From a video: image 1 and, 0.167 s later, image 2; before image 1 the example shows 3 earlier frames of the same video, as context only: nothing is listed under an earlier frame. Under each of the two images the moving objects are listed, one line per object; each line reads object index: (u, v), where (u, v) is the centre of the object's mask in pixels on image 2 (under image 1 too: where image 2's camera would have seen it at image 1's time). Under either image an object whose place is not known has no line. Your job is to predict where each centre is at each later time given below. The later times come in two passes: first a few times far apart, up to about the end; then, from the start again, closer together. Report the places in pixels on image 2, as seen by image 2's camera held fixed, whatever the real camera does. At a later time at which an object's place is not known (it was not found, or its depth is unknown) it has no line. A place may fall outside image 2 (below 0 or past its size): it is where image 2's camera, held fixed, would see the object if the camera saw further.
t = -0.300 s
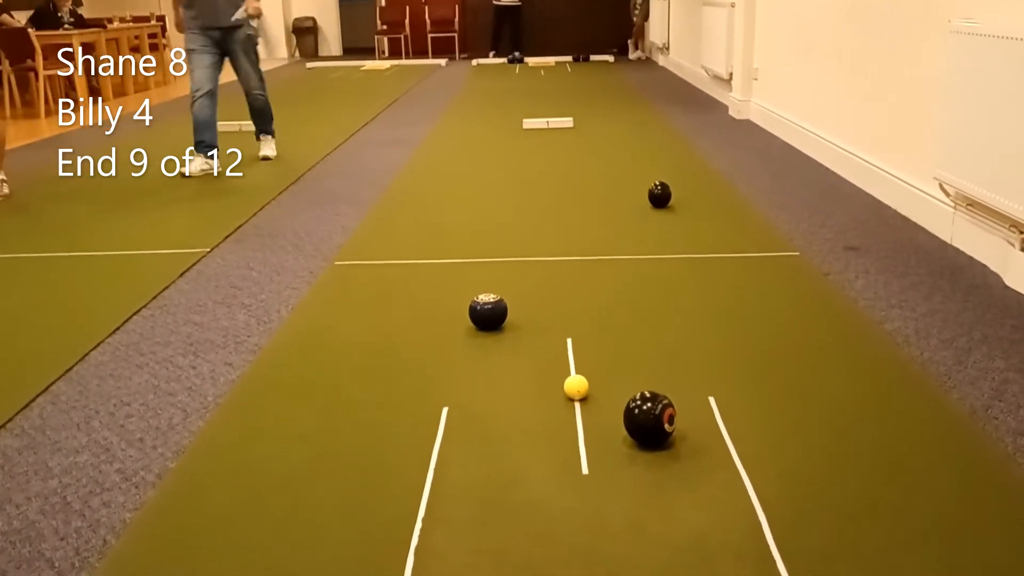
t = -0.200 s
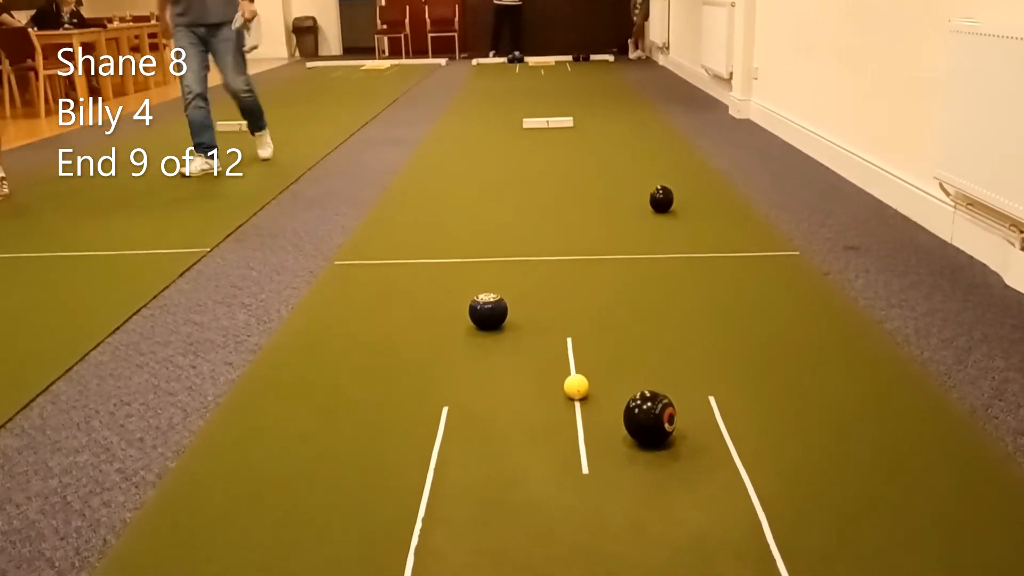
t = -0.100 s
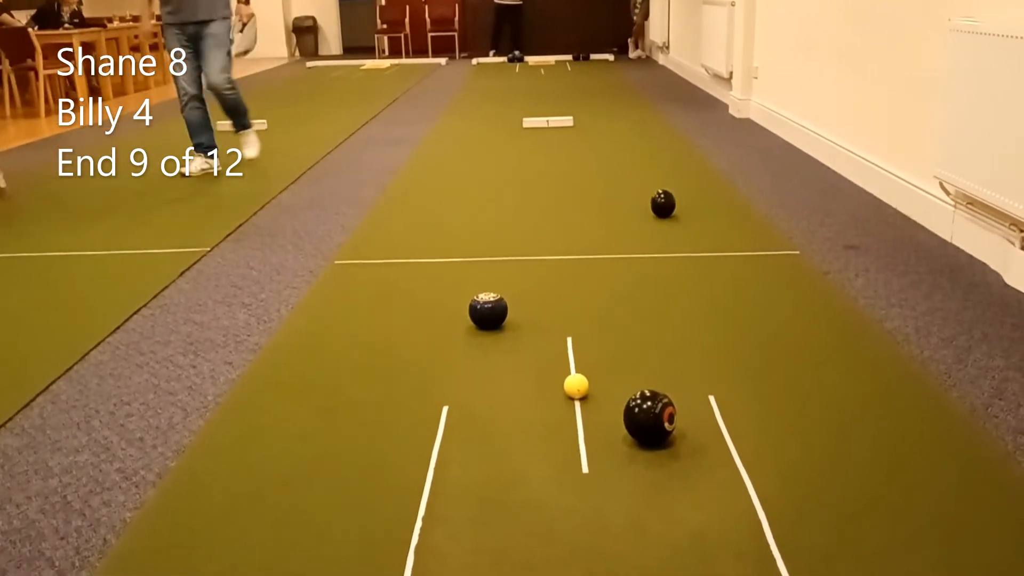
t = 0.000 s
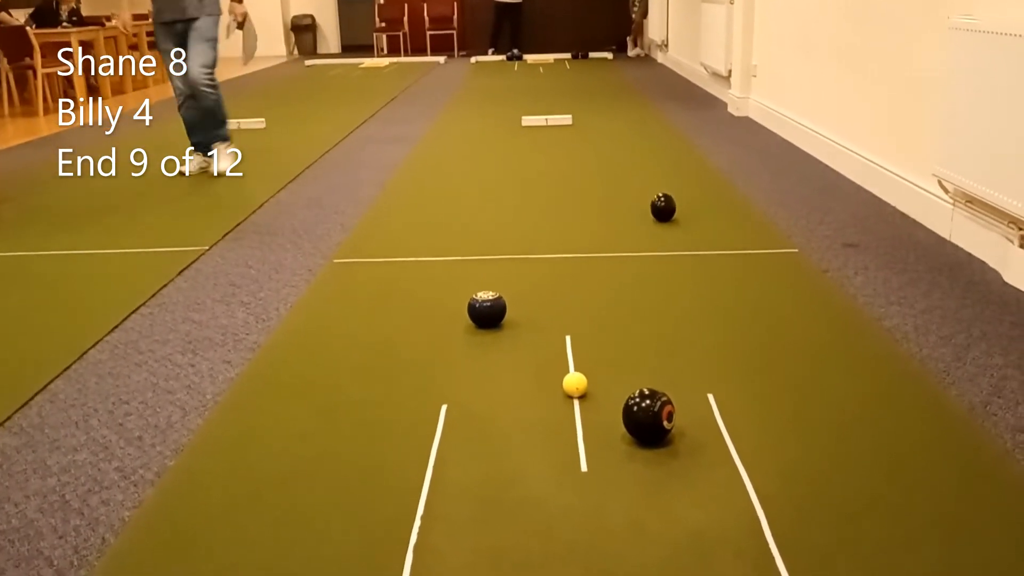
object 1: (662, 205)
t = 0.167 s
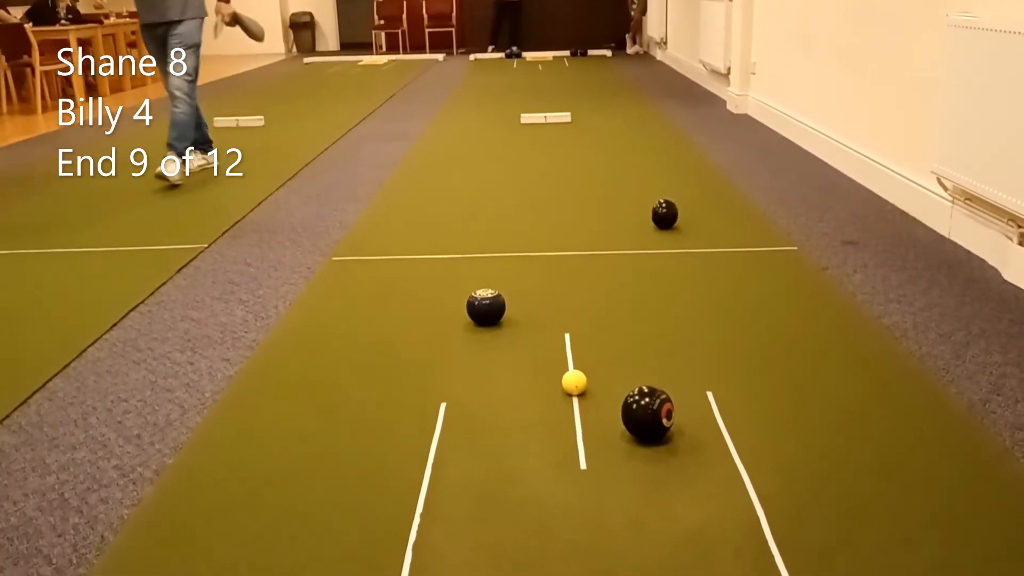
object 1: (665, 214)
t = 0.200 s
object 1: (665, 216)
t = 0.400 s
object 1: (667, 227)
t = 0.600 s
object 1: (669, 240)
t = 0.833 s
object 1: (670, 254)
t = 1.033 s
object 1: (671, 267)
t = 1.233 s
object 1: (671, 280)
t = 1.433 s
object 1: (672, 293)
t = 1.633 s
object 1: (672, 307)
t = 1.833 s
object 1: (672, 320)
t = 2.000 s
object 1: (671, 331)
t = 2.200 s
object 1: (669, 344)
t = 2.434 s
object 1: (664, 358)
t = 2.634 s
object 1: (659, 367)
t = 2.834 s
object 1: (654, 373)
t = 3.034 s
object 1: (647, 378)
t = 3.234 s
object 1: (637, 382)
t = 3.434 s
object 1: (630, 386)
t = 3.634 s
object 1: (625, 387)
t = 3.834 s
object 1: (619, 388)
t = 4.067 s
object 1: (607, 391)
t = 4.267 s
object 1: (596, 392)
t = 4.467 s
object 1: (595, 392)
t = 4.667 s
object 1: (603, 393)
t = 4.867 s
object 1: (607, 392)
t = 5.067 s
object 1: (602, 394)
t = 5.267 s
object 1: (601, 393)
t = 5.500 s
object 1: (603, 393)
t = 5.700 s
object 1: (602, 392)
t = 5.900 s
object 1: (603, 392)
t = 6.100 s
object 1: (603, 393)
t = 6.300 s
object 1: (603, 393)
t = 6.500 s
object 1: (603, 393)
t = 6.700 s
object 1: (604, 394)
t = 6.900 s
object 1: (604, 394)
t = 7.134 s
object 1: (604, 394)
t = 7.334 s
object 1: (604, 393)
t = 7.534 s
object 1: (603, 393)
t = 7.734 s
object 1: (603, 393)
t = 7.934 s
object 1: (603, 393)
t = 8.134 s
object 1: (603, 393)
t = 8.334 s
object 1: (603, 393)
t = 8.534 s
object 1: (603, 393)
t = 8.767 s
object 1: (603, 393)
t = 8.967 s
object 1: (603, 393)
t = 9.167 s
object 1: (603, 393)
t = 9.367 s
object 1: (603, 393)
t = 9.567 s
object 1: (603, 393)
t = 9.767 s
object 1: (603, 392)
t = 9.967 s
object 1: (603, 391)
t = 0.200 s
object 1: (665, 216)
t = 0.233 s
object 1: (665, 218)
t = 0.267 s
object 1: (666, 220)
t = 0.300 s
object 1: (666, 222)
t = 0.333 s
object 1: (666, 224)
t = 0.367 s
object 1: (667, 225)
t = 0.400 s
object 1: (667, 227)
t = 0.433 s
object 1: (667, 229)
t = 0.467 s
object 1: (668, 232)
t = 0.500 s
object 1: (668, 233)
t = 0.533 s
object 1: (668, 235)
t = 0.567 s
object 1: (669, 237)
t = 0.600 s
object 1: (669, 240)
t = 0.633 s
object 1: (669, 242)
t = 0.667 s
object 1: (669, 244)
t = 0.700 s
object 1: (669, 246)
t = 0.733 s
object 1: (669, 248)
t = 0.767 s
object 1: (670, 250)
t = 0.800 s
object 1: (670, 252)
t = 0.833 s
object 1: (670, 254)
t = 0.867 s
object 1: (670, 256)
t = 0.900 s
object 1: (671, 258)
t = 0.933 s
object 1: (671, 260)
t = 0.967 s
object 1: (671, 262)
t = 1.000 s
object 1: (671, 264)
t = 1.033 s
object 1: (671, 267)
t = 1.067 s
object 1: (671, 269)
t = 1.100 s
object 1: (671, 271)
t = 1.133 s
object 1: (671, 273)
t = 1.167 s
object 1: (671, 276)
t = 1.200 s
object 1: (671, 278)
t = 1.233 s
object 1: (671, 280)
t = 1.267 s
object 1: (671, 282)
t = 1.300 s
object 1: (671, 284)
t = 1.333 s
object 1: (671, 287)
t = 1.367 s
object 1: (671, 289)
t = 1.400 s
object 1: (672, 291)
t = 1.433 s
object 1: (672, 293)
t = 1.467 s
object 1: (672, 296)
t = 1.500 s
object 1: (672, 298)
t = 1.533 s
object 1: (672, 300)
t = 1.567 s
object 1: (672, 302)
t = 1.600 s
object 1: (672, 305)
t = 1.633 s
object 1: (672, 307)
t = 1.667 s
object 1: (672, 309)
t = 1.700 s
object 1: (672, 311)
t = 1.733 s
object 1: (672, 314)
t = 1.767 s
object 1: (672, 316)
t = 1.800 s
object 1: (672, 318)
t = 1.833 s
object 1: (672, 320)
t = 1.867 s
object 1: (672, 322)
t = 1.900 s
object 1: (672, 324)
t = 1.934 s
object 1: (672, 327)
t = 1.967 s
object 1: (672, 329)
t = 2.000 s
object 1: (671, 331)
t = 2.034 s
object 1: (671, 333)
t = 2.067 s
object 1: (670, 335)
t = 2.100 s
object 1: (670, 338)
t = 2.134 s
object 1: (670, 340)
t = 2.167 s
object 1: (669, 342)
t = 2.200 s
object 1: (669, 344)
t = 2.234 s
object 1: (668, 346)
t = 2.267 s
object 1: (667, 348)
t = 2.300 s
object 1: (667, 350)
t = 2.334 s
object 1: (666, 352)
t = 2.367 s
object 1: (666, 355)
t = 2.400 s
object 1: (665, 356)
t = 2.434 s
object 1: (664, 358)
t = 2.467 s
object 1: (663, 360)
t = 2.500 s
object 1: (662, 362)
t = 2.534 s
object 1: (661, 364)
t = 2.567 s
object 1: (661, 365)
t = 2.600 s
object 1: (660, 366)
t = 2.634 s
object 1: (659, 367)
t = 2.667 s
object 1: (659, 368)
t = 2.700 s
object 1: (658, 369)
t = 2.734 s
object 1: (657, 370)
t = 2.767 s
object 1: (656, 371)
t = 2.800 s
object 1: (655, 372)
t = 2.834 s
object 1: (654, 373)
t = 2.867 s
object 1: (653, 374)
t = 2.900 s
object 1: (652, 374)
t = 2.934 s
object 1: (651, 375)
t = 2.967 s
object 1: (650, 376)
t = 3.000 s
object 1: (649, 376)
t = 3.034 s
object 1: (647, 378)
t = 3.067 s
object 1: (645, 378)
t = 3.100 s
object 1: (644, 379)
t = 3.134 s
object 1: (641, 380)
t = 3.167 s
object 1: (639, 381)
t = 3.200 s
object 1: (638, 381)
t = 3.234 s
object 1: (637, 382)
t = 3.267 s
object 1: (635, 383)
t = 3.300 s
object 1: (634, 383)
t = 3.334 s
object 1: (633, 384)
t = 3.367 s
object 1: (632, 385)
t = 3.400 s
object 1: (631, 385)
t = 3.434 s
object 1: (630, 386)
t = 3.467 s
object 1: (629, 386)
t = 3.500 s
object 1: (628, 386)
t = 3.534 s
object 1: (628, 387)
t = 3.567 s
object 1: (627, 387)
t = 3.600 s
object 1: (626, 387)
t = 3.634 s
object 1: (625, 387)
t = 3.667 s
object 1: (624, 387)
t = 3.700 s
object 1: (623, 387)
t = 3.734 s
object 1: (622, 387)
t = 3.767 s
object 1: (621, 388)
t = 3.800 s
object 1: (620, 388)
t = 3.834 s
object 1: (619, 388)
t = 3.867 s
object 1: (618, 388)
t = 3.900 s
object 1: (616, 389)
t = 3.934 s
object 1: (615, 389)
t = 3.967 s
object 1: (613, 389)
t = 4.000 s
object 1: (611, 390)
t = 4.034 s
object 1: (610, 391)
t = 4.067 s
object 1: (607, 391)
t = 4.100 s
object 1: (605, 392)
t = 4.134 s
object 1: (603, 392)
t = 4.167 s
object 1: (600, 392)
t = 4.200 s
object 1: (599, 392)
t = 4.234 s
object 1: (597, 392)
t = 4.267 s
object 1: (596, 392)
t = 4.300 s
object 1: (595, 392)
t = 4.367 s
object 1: (595, 392)
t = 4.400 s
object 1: (595, 392)
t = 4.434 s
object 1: (595, 392)
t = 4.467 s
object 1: (595, 392)
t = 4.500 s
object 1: (596, 392)
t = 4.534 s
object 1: (597, 393)
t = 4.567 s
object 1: (599, 392)
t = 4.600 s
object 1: (600, 393)
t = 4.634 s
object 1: (602, 393)
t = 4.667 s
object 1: (603, 393)
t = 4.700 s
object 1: (605, 393)
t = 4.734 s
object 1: (606, 392)
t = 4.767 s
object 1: (607, 392)
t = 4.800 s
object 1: (607, 392)
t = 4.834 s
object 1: (607, 392)
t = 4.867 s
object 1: (607, 392)
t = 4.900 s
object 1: (606, 392)
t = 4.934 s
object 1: (605, 393)
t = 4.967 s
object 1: (604, 393)
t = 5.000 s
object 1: (603, 394)
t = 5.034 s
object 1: (602, 394)
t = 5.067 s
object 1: (602, 394)
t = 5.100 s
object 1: (601, 394)
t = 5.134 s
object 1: (601, 394)
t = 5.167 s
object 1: (601, 394)
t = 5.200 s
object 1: (601, 393)
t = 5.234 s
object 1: (601, 393)
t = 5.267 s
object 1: (601, 393)
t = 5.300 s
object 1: (602, 393)
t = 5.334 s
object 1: (602, 393)
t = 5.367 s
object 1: (603, 393)
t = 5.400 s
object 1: (603, 393)
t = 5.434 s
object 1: (603, 393)
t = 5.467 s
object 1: (603, 393)
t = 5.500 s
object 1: (603, 393)
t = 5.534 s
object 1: (603, 393)
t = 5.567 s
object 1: (603, 393)
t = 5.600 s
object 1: (603, 393)
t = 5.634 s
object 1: (603, 393)
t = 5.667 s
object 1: (602, 393)
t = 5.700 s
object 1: (602, 392)
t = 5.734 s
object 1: (603, 393)
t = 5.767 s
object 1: (603, 393)
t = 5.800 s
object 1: (602, 393)
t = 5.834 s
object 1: (603, 392)
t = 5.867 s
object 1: (603, 392)
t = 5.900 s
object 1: (603, 392)
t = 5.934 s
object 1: (603, 392)
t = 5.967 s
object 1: (603, 392)
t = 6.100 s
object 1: (603, 393)
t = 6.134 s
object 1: (603, 393)
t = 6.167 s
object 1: (603, 393)
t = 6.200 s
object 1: (603, 393)
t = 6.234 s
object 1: (603, 393)
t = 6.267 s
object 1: (603, 393)
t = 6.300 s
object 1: (603, 393)
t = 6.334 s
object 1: (603, 393)
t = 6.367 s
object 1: (603, 393)
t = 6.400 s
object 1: (603, 393)
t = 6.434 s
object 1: (603, 393)
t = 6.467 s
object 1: (603, 393)
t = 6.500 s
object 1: (603, 393)
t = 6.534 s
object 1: (603, 393)
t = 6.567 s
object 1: (603, 393)
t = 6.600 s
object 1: (603, 393)
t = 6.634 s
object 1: (603, 392)
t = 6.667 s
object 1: (603, 394)
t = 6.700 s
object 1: (604, 394)
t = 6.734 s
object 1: (604, 394)
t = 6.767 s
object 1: (604, 394)
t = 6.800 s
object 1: (603, 394)
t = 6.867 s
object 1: (603, 394)
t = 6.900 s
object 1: (604, 394)
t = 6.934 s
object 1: (604, 394)
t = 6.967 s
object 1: (604, 393)
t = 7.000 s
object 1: (604, 393)
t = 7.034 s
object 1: (604, 393)
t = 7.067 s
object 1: (604, 394)
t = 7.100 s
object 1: (604, 393)
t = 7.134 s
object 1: (604, 394)
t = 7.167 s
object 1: (604, 393)
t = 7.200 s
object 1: (604, 394)
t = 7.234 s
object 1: (604, 393)
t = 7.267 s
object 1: (604, 393)
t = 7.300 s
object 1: (604, 393)
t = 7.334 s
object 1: (604, 393)
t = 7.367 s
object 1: (604, 393)
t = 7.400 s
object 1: (604, 393)
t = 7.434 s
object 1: (604, 393)
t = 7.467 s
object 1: (603, 393)
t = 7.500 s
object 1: (603, 392)
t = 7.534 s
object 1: (603, 393)
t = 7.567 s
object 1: (603, 393)
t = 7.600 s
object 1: (603, 393)
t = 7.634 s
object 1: (603, 393)
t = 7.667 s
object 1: (603, 393)
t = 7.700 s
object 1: (603, 393)
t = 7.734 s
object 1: (603, 393)
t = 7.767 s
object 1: (603, 393)
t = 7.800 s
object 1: (603, 393)
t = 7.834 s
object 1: (603, 393)
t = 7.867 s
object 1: (603, 393)
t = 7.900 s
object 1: (603, 393)
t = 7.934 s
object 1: (603, 393)
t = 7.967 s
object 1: (603, 393)
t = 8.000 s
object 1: (603, 393)
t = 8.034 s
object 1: (603, 393)
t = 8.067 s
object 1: (603, 393)
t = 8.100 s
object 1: (603, 393)
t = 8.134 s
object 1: (603, 393)
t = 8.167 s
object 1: (603, 393)
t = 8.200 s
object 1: (603, 393)
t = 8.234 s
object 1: (603, 393)
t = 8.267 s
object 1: (603, 393)
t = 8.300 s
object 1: (603, 393)
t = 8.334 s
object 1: (603, 393)
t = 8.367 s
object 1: (603, 393)
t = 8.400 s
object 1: (603, 393)
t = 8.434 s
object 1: (603, 393)
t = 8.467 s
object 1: (603, 393)
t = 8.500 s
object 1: (603, 393)
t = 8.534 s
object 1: (603, 393)
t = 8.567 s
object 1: (603, 393)
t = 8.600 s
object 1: (603, 393)
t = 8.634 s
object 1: (603, 393)
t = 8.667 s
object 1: (603, 393)
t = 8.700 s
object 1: (603, 393)
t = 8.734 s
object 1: (603, 393)
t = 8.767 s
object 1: (603, 393)
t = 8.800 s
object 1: (603, 393)
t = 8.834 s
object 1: (603, 393)
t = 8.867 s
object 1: (603, 393)
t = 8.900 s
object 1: (603, 393)
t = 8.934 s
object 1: (603, 393)
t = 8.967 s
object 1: (603, 393)
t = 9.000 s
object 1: (603, 393)
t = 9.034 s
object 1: (603, 393)
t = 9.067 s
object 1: (603, 393)
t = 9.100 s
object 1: (603, 393)
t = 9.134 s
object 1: (603, 393)
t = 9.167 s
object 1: (603, 393)
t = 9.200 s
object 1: (603, 393)
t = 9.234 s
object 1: (603, 393)
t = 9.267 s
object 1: (603, 393)
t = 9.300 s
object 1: (603, 393)
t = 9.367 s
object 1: (603, 393)
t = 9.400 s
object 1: (603, 393)
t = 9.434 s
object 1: (603, 393)
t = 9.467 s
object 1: (603, 393)
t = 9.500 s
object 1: (603, 393)
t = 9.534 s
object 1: (603, 393)
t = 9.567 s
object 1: (603, 393)
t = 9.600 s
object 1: (603, 393)
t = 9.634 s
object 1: (603, 393)
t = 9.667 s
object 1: (603, 393)
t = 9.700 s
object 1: (603, 392)
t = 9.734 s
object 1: (603, 393)
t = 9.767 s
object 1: (603, 392)
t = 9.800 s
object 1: (603, 392)
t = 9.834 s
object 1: (603, 392)
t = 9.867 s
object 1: (603, 392)
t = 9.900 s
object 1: (603, 392)
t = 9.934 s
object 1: (603, 392)
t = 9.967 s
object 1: (603, 391)
